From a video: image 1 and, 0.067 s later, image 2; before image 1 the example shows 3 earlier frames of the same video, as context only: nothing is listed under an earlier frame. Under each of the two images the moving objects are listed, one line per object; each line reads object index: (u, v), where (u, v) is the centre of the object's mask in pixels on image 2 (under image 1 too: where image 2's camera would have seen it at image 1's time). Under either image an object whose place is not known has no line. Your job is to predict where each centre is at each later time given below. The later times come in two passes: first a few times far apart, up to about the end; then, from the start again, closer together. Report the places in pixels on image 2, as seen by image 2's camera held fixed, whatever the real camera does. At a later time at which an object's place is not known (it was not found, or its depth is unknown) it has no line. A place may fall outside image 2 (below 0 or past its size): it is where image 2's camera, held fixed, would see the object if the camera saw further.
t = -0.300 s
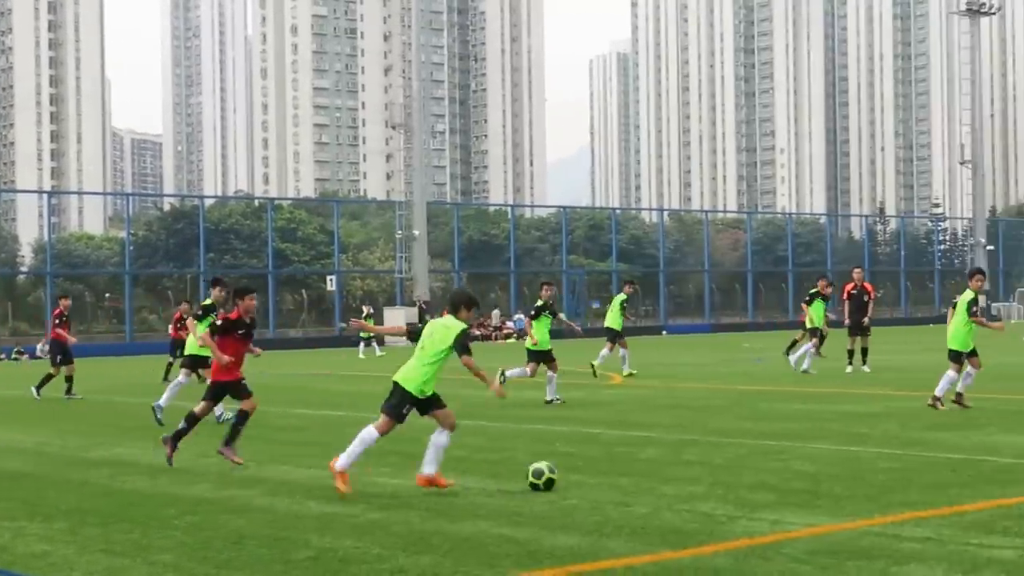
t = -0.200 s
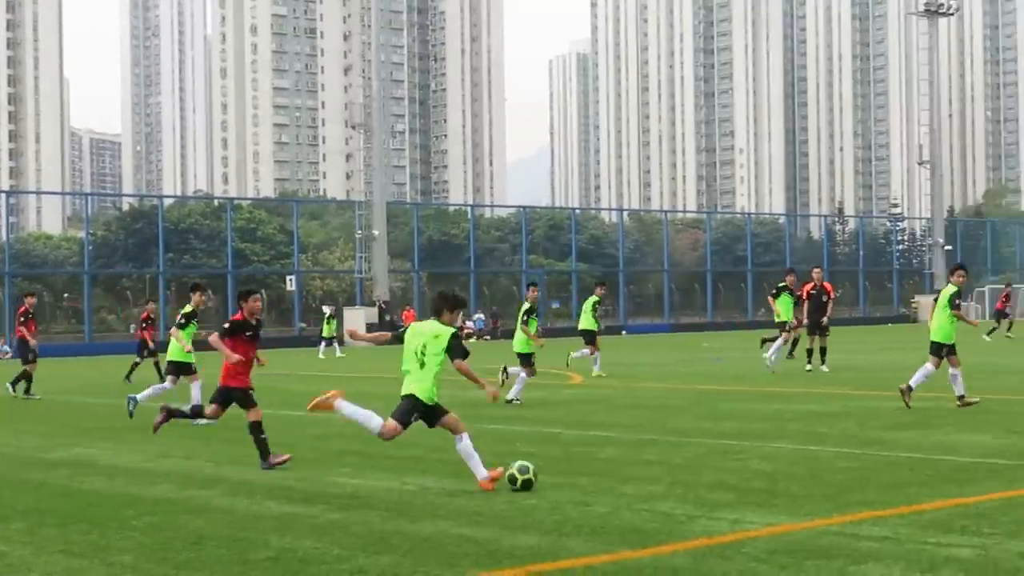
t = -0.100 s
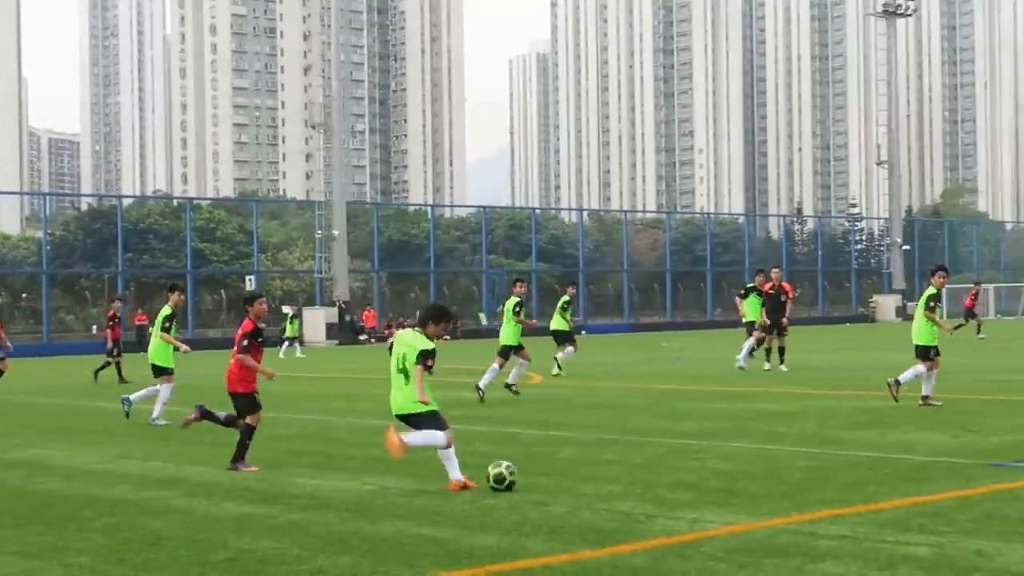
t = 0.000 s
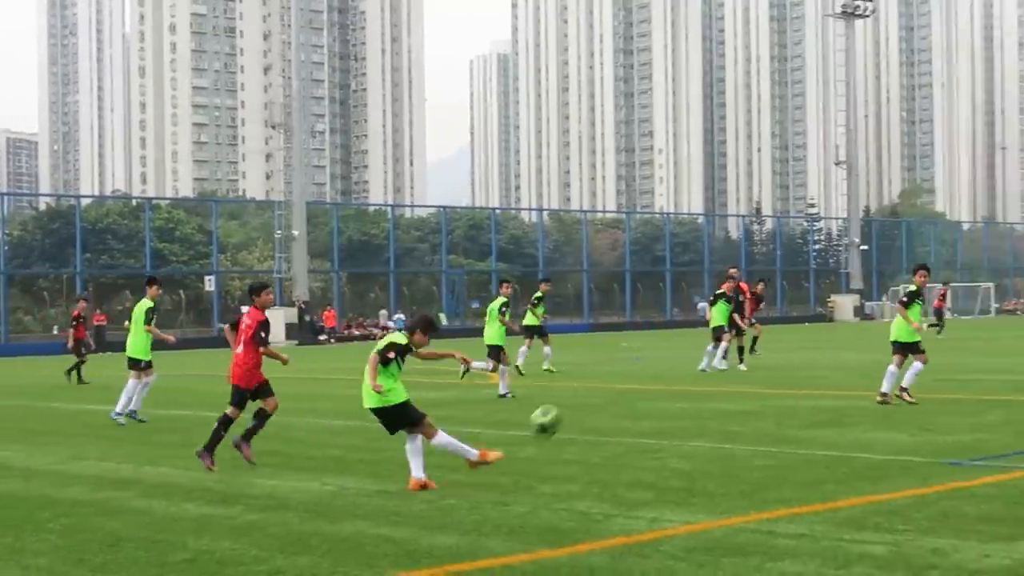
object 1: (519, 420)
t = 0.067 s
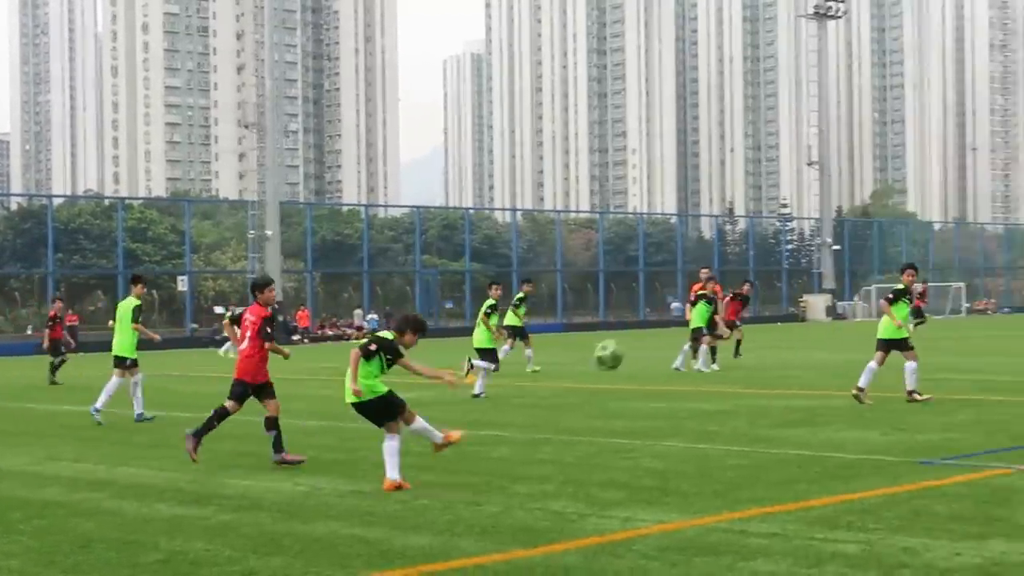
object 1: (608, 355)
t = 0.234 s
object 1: (784, 232)
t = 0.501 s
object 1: (974, 133)
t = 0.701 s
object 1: (1073, 107)
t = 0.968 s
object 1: (1169, 114)
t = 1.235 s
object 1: (1239, 159)
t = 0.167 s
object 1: (722, 274)
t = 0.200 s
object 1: (754, 252)
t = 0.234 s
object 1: (784, 232)
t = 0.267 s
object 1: (815, 216)
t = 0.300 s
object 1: (841, 200)
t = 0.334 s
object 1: (867, 185)
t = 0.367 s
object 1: (891, 172)
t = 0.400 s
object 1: (913, 161)
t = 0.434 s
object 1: (935, 151)
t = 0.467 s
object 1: (955, 142)
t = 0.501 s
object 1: (974, 133)
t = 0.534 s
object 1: (993, 127)
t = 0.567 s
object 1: (1011, 121)
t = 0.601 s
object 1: (1026, 117)
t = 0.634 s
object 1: (1042, 113)
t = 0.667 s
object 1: (1058, 109)
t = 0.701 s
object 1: (1073, 107)
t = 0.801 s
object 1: (1113, 105)
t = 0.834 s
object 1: (1125, 105)
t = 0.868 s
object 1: (1137, 107)
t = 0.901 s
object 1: (1148, 107)
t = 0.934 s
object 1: (1159, 111)
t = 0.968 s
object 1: (1169, 114)
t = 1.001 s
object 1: (1179, 117)
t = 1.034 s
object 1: (1189, 122)
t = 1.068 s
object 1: (1198, 127)
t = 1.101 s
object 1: (1207, 133)
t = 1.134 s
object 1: (1216, 138)
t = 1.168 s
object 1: (1224, 145)
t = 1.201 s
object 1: (1231, 152)
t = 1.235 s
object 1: (1239, 159)
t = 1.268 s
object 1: (1246, 167)
